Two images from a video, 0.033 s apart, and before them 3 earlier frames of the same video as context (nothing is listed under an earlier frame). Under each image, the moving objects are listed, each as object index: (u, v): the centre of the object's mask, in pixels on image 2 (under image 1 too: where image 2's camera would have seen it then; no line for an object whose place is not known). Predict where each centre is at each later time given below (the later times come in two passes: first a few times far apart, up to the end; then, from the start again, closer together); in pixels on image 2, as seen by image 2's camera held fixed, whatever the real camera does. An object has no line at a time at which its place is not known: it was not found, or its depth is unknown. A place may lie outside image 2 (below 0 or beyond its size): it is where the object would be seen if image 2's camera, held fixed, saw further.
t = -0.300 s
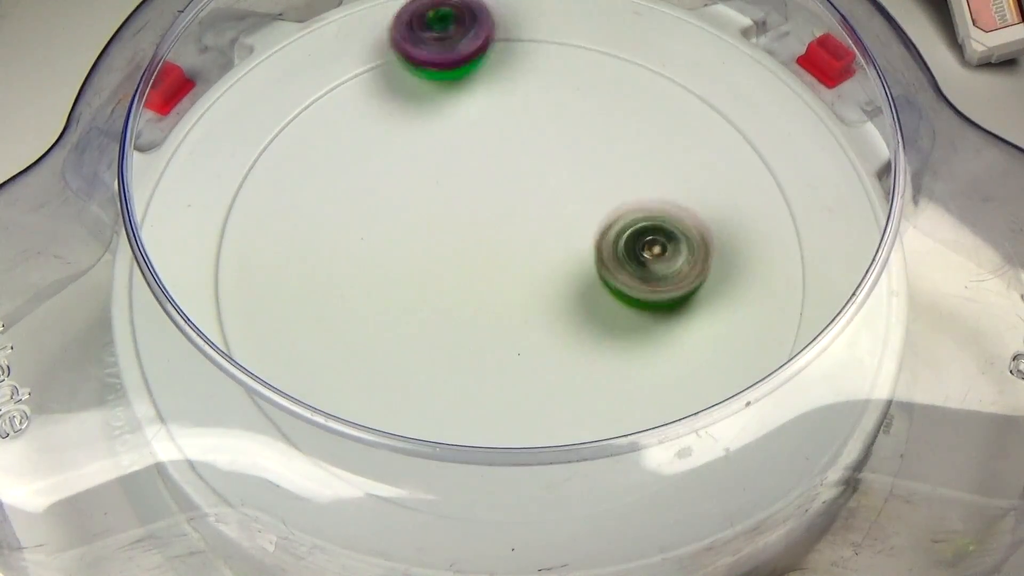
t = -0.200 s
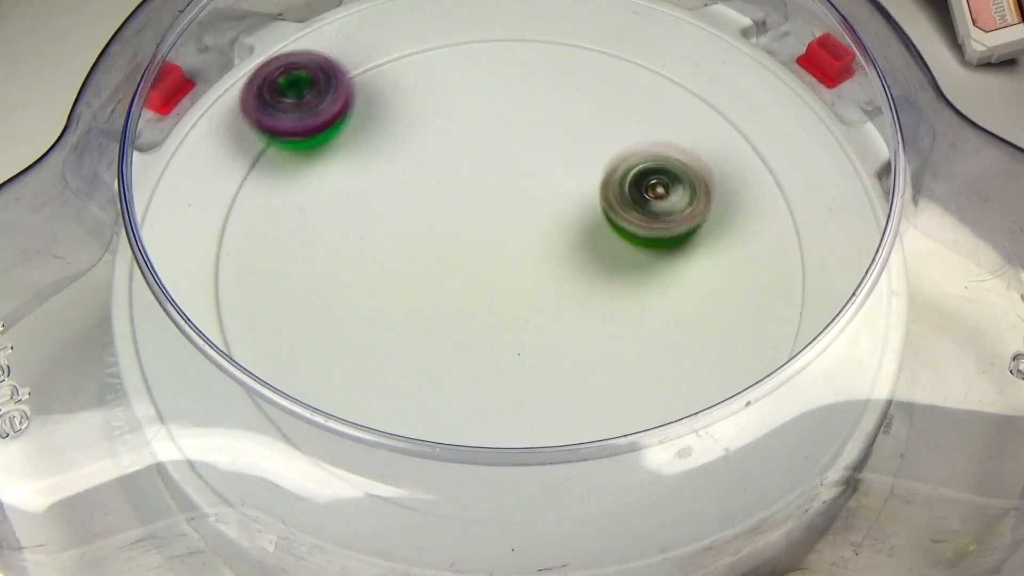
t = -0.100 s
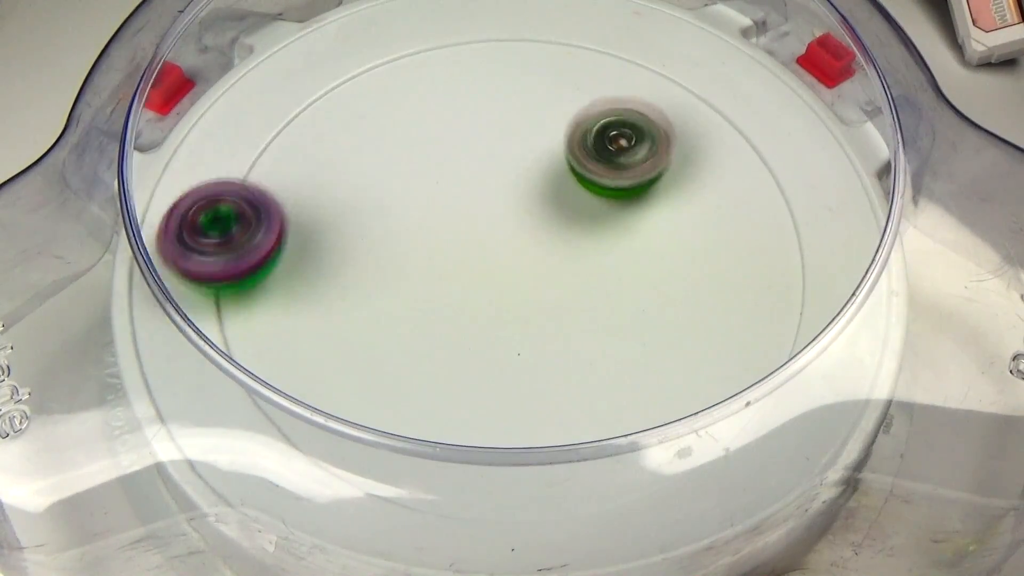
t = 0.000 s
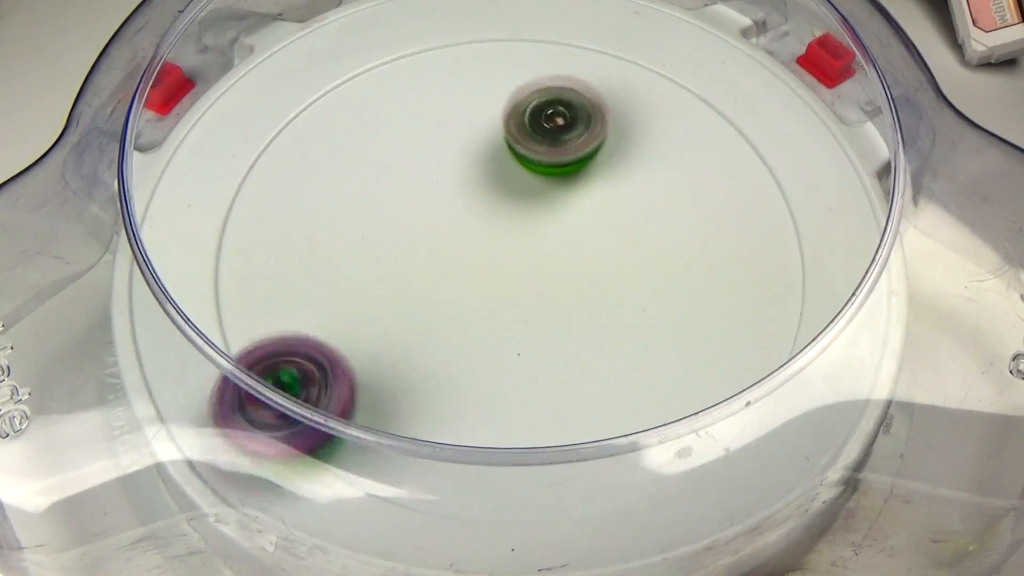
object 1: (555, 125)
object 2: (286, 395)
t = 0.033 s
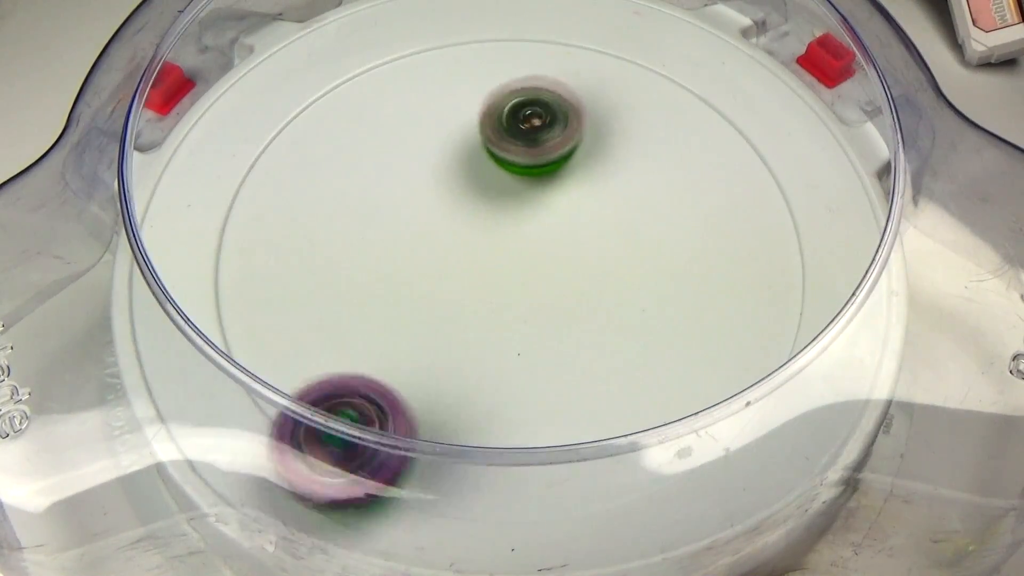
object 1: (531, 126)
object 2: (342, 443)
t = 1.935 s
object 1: (535, 251)
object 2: (286, 174)
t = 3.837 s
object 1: (496, 176)
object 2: (596, 227)
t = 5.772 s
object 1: (479, 187)
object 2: (529, 342)
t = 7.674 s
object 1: (488, 285)
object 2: (600, 182)
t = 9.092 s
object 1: (565, 211)
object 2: (435, 268)
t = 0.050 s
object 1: (520, 127)
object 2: (378, 459)
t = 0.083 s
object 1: (498, 132)
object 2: (453, 481)
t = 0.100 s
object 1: (486, 136)
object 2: (493, 484)
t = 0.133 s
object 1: (467, 146)
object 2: (569, 479)
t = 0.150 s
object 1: (456, 153)
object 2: (601, 474)
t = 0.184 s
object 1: (440, 166)
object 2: (655, 428)
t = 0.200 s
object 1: (432, 174)
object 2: (675, 396)
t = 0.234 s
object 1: (420, 192)
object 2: (722, 367)
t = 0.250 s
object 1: (416, 202)
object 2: (739, 353)
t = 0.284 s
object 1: (409, 222)
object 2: (772, 318)
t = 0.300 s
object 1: (408, 232)
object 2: (783, 300)
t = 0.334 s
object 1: (408, 253)
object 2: (797, 261)
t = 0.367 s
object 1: (414, 273)
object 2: (792, 219)
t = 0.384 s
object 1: (419, 283)
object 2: (788, 199)
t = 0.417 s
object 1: (431, 301)
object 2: (770, 161)
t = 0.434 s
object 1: (440, 309)
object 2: (760, 145)
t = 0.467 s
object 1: (458, 324)
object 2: (731, 113)
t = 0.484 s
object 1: (469, 329)
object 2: (715, 100)
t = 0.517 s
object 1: (491, 338)
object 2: (679, 77)
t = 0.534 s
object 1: (504, 340)
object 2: (660, 68)
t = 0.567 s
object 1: (529, 344)
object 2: (619, 53)
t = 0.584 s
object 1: (541, 344)
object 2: (598, 47)
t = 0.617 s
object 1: (564, 339)
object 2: (555, 42)
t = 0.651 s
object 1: (586, 331)
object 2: (508, 42)
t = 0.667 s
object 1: (595, 326)
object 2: (486, 44)
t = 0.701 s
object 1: (613, 313)
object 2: (439, 52)
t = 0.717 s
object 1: (620, 307)
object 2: (419, 58)
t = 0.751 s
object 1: (632, 292)
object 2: (376, 75)
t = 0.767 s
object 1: (635, 284)
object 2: (357, 86)
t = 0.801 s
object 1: (639, 268)
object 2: (319, 112)
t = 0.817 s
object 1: (639, 260)
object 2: (302, 127)
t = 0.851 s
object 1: (636, 243)
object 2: (273, 162)
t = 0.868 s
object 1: (635, 235)
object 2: (261, 182)
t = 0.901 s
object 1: (626, 220)
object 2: (244, 223)
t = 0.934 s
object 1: (615, 206)
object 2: (238, 268)
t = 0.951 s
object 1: (608, 200)
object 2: (242, 291)
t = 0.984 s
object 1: (592, 191)
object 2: (264, 330)
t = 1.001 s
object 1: (583, 187)
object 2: (270, 359)
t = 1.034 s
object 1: (565, 181)
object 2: (300, 404)
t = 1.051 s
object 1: (555, 179)
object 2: (320, 429)
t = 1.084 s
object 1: (535, 178)
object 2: (376, 455)
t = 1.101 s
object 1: (525, 178)
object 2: (411, 464)
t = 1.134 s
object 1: (507, 181)
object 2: (469, 477)
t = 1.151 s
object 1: (498, 184)
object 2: (502, 478)
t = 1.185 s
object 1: (479, 189)
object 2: (562, 474)
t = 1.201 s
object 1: (471, 192)
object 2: (593, 465)
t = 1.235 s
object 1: (456, 202)
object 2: (639, 433)
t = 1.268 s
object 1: (444, 213)
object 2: (682, 388)
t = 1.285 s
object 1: (440, 219)
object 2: (702, 376)
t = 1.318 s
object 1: (432, 234)
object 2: (735, 349)
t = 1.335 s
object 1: (429, 240)
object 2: (751, 332)
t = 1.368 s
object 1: (427, 254)
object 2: (772, 299)
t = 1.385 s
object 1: (427, 261)
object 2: (775, 279)
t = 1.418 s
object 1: (429, 275)
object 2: (775, 238)
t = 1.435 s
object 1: (433, 282)
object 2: (770, 218)
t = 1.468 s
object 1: (441, 292)
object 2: (754, 181)
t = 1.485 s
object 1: (446, 295)
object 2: (744, 164)
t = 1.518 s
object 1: (459, 300)
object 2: (717, 134)
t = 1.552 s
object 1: (475, 305)
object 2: (686, 107)
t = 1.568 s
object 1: (482, 307)
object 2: (670, 96)
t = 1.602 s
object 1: (493, 307)
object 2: (633, 77)
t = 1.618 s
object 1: (499, 306)
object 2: (614, 69)
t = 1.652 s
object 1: (510, 303)
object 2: (575, 59)
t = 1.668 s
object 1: (515, 302)
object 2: (554, 54)
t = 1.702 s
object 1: (523, 297)
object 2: (515, 52)
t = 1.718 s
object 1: (526, 293)
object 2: (494, 53)
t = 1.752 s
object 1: (532, 287)
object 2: (453, 58)
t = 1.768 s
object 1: (534, 283)
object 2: (435, 62)
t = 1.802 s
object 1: (536, 277)
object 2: (396, 75)
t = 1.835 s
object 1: (538, 270)
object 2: (363, 93)
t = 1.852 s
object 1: (538, 266)
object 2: (346, 104)
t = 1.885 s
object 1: (538, 260)
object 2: (318, 129)
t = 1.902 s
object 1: (538, 257)
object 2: (306, 143)
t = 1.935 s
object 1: (535, 251)
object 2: (286, 174)
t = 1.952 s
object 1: (534, 248)
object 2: (279, 191)
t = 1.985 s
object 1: (532, 243)
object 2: (271, 227)
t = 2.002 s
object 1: (530, 241)
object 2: (270, 246)
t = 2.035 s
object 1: (527, 237)
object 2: (277, 282)
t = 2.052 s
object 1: (525, 235)
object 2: (282, 300)
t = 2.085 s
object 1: (522, 232)
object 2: (300, 333)
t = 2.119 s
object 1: (518, 228)
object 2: (331, 360)
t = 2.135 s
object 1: (516, 227)
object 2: (347, 370)
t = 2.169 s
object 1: (512, 225)
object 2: (386, 387)
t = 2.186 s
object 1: (510, 224)
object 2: (406, 394)
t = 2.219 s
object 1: (507, 222)
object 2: (445, 404)
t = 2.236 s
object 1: (505, 222)
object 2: (465, 406)
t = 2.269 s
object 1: (502, 220)
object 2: (511, 407)
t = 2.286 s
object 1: (500, 219)
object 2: (531, 406)
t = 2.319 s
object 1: (496, 219)
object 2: (570, 399)
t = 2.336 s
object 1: (494, 218)
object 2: (592, 393)
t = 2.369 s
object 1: (491, 218)
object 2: (629, 377)
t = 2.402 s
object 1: (489, 219)
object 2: (657, 355)
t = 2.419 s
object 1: (489, 218)
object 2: (668, 341)
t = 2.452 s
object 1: (487, 219)
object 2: (687, 310)
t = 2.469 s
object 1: (486, 218)
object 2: (694, 295)
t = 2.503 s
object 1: (483, 219)
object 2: (699, 265)
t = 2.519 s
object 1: (482, 219)
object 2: (699, 250)
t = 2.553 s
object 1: (482, 220)
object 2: (695, 220)
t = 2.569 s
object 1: (482, 221)
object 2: (691, 206)
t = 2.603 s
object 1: (482, 222)
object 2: (678, 181)
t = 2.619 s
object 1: (482, 223)
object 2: (669, 169)
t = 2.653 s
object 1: (481, 223)
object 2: (649, 147)
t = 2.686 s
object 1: (480, 224)
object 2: (627, 130)
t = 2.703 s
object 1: (480, 225)
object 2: (615, 122)
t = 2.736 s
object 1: (480, 226)
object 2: (587, 110)
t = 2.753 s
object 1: (481, 227)
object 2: (572, 106)
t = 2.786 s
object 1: (483, 228)
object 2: (543, 99)
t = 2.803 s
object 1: (484, 229)
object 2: (529, 98)
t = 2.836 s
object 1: (485, 230)
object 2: (499, 100)
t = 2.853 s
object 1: (486, 230)
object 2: (484, 101)
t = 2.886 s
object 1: (488, 231)
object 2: (455, 107)
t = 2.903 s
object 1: (489, 232)
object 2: (443, 112)
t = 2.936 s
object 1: (491, 233)
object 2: (420, 124)
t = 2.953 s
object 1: (493, 233)
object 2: (408, 132)
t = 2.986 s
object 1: (496, 234)
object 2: (388, 147)
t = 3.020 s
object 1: (499, 235)
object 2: (374, 167)
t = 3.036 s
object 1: (501, 235)
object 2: (368, 177)
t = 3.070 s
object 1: (503, 235)
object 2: (359, 198)
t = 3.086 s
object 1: (504, 235)
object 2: (356, 209)
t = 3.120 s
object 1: (507, 235)
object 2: (355, 231)
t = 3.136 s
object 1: (508, 235)
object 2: (357, 241)
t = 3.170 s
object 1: (511, 235)
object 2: (364, 262)
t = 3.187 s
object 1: (513, 234)
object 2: (369, 272)
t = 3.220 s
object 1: (516, 234)
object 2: (381, 290)
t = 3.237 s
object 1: (517, 234)
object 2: (388, 298)
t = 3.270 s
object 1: (519, 233)
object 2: (408, 312)
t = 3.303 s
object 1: (520, 233)
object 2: (429, 323)
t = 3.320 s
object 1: (521, 232)
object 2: (440, 326)
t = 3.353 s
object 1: (522, 232)
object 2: (463, 331)
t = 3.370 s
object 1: (523, 232)
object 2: (475, 332)
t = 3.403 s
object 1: (525, 230)
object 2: (501, 332)
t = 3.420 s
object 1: (527, 228)
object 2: (513, 331)
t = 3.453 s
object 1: (530, 224)
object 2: (534, 330)
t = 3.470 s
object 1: (531, 223)
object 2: (544, 327)
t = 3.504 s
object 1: (532, 219)
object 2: (562, 320)
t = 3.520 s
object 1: (532, 217)
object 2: (570, 315)
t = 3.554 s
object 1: (532, 211)
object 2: (585, 308)
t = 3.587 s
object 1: (532, 207)
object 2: (596, 297)
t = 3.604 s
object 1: (532, 206)
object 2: (601, 291)
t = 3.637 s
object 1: (531, 201)
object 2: (608, 278)
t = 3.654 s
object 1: (529, 198)
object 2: (612, 274)
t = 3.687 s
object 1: (526, 193)
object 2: (614, 264)
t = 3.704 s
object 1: (524, 190)
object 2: (614, 259)
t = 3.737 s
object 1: (519, 186)
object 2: (611, 247)
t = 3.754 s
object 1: (516, 184)
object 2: (609, 243)
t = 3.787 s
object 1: (507, 180)
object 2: (607, 235)
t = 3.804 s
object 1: (504, 178)
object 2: (604, 232)
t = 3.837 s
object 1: (496, 176)
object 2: (596, 227)
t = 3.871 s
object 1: (485, 172)
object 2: (591, 226)
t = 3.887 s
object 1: (479, 172)
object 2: (589, 225)
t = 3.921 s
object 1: (470, 173)
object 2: (582, 225)
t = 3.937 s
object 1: (465, 175)
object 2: (578, 225)
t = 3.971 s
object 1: (457, 181)
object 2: (569, 226)
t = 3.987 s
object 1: (453, 185)
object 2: (564, 227)
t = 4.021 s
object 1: (443, 192)
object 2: (559, 230)
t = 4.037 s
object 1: (434, 192)
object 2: (562, 234)
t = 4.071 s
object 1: (422, 193)
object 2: (564, 242)
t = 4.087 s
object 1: (417, 194)
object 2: (566, 246)
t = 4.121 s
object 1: (411, 196)
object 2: (568, 252)
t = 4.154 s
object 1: (409, 200)
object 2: (569, 258)
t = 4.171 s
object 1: (410, 202)
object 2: (569, 261)
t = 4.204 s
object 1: (413, 206)
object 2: (570, 265)
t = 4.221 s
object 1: (416, 208)
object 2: (570, 266)
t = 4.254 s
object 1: (423, 213)
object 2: (571, 269)
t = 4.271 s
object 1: (426, 216)
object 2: (572, 270)
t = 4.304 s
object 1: (435, 222)
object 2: (573, 271)
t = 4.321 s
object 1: (439, 225)
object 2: (573, 271)
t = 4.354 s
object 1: (449, 231)
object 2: (574, 271)
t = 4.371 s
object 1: (454, 234)
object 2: (574, 271)
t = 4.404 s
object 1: (456, 234)
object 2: (585, 275)
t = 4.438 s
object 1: (444, 228)
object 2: (610, 286)
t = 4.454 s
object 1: (440, 227)
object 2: (621, 290)
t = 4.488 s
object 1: (435, 224)
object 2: (639, 295)
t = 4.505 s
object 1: (433, 223)
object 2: (646, 297)
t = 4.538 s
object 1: (433, 222)
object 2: (657, 298)
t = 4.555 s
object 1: (434, 221)
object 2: (660, 298)
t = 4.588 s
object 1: (437, 221)
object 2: (663, 294)
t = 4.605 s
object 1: (439, 222)
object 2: (662, 292)
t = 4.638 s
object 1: (443, 223)
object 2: (659, 284)
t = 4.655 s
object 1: (445, 224)
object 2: (656, 279)
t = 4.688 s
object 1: (451, 226)
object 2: (649, 269)
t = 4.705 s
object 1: (454, 227)
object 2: (644, 264)
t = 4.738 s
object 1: (461, 228)
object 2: (632, 255)
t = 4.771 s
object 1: (468, 228)
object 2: (617, 247)
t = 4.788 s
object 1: (471, 229)
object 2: (608, 243)
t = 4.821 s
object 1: (476, 229)
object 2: (593, 238)
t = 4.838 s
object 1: (469, 226)
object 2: (594, 236)
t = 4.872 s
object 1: (458, 221)
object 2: (594, 237)
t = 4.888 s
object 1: (454, 219)
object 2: (594, 238)
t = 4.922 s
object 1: (449, 215)
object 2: (592, 238)
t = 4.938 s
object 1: (448, 214)
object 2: (591, 239)
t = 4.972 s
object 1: (448, 212)
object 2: (586, 239)
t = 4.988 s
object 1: (448, 212)
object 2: (583, 240)
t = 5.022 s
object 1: (450, 212)
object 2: (577, 241)
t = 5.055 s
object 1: (453, 213)
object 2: (567, 241)
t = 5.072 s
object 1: (450, 211)
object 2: (568, 244)
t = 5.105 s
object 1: (429, 199)
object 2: (589, 257)
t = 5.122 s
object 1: (420, 195)
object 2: (598, 263)
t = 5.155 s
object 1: (408, 188)
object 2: (613, 272)
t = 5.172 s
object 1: (404, 185)
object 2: (619, 276)
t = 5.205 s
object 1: (400, 183)
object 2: (626, 281)
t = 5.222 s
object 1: (400, 183)
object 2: (627, 284)
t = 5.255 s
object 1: (400, 183)
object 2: (630, 286)
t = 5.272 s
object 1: (401, 184)
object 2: (629, 287)
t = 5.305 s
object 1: (405, 188)
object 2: (627, 288)
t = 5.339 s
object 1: (411, 193)
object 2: (619, 289)
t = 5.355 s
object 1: (414, 196)
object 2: (615, 290)
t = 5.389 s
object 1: (419, 201)
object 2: (607, 290)
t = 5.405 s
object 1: (423, 204)
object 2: (603, 291)
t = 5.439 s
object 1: (431, 208)
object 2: (594, 291)
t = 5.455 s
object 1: (434, 211)
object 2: (587, 291)
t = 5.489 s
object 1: (441, 215)
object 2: (575, 293)
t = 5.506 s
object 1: (446, 217)
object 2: (570, 293)
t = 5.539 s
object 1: (455, 221)
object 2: (558, 295)
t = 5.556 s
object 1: (459, 223)
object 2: (553, 295)
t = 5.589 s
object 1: (465, 222)
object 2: (542, 300)
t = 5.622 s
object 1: (465, 210)
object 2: (542, 314)
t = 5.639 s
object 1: (466, 206)
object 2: (542, 320)
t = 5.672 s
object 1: (469, 198)
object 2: (540, 328)
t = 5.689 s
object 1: (470, 195)
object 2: (537, 332)
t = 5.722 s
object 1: (474, 191)
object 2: (535, 337)
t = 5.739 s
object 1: (476, 189)
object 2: (533, 339)
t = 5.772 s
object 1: (479, 187)
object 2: (529, 342)
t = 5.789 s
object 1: (481, 187)
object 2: (525, 343)
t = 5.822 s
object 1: (485, 188)
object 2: (521, 345)
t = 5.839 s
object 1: (487, 187)
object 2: (519, 344)
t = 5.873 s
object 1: (490, 189)
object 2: (513, 344)
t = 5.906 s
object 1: (494, 191)
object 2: (508, 343)
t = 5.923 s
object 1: (497, 191)
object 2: (506, 341)
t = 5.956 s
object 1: (499, 194)
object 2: (501, 338)
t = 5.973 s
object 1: (502, 195)
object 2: (497, 336)
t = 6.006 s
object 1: (505, 197)
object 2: (492, 332)
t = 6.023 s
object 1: (507, 198)
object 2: (489, 329)
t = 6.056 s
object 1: (510, 201)
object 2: (483, 323)
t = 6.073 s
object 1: (512, 203)
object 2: (480, 320)
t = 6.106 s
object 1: (514, 204)
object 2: (475, 314)
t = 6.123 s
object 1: (515, 207)
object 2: (473, 311)
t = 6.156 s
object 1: (518, 209)
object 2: (466, 304)
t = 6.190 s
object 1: (522, 210)
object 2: (459, 298)
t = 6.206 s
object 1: (525, 210)
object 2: (454, 296)
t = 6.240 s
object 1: (532, 208)
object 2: (444, 291)
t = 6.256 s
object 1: (535, 208)
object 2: (440, 290)
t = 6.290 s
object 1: (541, 208)
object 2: (434, 285)
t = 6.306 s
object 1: (543, 208)
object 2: (431, 282)
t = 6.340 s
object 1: (548, 209)
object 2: (424, 277)
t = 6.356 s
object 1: (550, 210)
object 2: (422, 274)
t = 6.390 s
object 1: (552, 211)
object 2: (418, 269)
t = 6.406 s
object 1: (554, 211)
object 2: (416, 266)
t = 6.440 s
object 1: (555, 214)
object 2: (414, 260)
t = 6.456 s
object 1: (555, 215)
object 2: (414, 257)
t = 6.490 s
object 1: (556, 217)
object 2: (413, 251)
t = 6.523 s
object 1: (556, 220)
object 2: (414, 245)
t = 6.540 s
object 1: (556, 222)
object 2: (416, 243)
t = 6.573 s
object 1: (555, 225)
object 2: (419, 236)
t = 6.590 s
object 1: (554, 226)
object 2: (421, 233)
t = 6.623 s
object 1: (554, 228)
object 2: (428, 227)
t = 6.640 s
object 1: (553, 229)
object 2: (430, 223)
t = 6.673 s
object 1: (551, 231)
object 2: (435, 217)
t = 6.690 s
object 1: (553, 233)
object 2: (436, 213)
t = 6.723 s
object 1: (565, 240)
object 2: (430, 201)
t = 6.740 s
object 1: (569, 242)
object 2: (428, 197)
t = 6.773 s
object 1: (575, 246)
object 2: (424, 188)
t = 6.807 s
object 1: (580, 249)
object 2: (421, 180)
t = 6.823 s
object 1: (582, 251)
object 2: (421, 176)
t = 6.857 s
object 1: (585, 253)
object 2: (420, 170)
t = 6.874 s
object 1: (585, 254)
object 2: (419, 168)
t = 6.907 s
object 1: (585, 256)
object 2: (421, 163)
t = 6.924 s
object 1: (586, 257)
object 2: (423, 161)
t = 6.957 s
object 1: (585, 258)
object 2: (424, 159)
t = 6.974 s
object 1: (583, 258)
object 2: (426, 158)
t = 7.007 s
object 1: (581, 260)
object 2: (430, 156)
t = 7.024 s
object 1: (579, 260)
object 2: (432, 156)
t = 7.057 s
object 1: (577, 260)
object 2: (439, 157)
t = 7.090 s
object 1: (573, 262)
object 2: (444, 157)
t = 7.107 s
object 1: (571, 262)
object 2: (449, 158)
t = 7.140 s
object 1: (567, 264)
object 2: (456, 159)
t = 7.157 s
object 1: (565, 264)
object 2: (459, 161)
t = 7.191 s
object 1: (561, 265)
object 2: (469, 164)
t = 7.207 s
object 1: (560, 266)
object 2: (473, 165)
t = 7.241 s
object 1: (556, 268)
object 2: (482, 169)
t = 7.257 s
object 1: (554, 269)
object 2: (488, 172)
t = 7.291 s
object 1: (549, 270)
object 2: (496, 176)
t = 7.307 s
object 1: (546, 270)
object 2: (502, 178)
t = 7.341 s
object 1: (540, 274)
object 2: (512, 179)
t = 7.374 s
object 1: (535, 279)
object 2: (520, 180)
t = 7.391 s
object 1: (531, 280)
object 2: (525, 180)
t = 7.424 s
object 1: (527, 283)
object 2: (534, 180)
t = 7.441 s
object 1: (524, 284)
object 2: (539, 181)
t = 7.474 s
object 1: (519, 285)
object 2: (550, 181)
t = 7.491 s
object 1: (516, 286)
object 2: (554, 181)
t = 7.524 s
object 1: (510, 286)
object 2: (565, 180)
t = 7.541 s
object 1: (507, 287)
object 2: (569, 180)
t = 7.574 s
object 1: (502, 287)
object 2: (578, 181)
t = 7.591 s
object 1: (500, 287)
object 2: (583, 180)
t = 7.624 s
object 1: (494, 287)
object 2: (590, 181)
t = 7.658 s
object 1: (490, 286)
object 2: (598, 182)
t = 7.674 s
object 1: (488, 285)
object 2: (600, 182)
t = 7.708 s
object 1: (485, 284)
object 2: (607, 185)
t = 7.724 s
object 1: (483, 283)
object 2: (609, 185)
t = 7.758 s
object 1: (480, 281)
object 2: (612, 188)
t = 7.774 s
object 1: (479, 279)
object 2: (615, 190)
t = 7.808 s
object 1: (476, 276)
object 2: (616, 194)
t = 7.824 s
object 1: (476, 275)
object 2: (618, 196)
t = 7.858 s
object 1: (473, 271)
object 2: (618, 199)
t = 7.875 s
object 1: (472, 269)
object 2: (618, 203)
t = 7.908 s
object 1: (471, 265)
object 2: (619, 207)
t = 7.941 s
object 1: (470, 260)
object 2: (617, 213)
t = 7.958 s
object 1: (470, 258)
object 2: (617, 216)
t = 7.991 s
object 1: (470, 253)
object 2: (613, 222)
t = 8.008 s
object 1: (470, 251)
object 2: (613, 225)
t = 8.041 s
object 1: (471, 247)
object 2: (609, 230)
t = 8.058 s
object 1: (471, 245)
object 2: (608, 234)
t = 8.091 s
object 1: (473, 240)
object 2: (605, 241)
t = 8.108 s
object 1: (474, 238)
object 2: (602, 243)
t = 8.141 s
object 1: (475, 233)
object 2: (598, 251)
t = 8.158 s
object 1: (476, 232)
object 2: (596, 254)
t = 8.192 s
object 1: (476, 225)
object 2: (592, 261)
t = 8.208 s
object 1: (476, 223)
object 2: (591, 266)
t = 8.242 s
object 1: (474, 217)
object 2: (587, 273)
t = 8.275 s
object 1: (474, 213)
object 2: (584, 280)
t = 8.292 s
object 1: (474, 211)
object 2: (580, 283)
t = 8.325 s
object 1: (475, 208)
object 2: (575, 290)
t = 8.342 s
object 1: (475, 205)
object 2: (571, 292)
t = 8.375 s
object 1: (478, 203)
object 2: (564, 298)
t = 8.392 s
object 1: (479, 201)
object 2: (561, 301)
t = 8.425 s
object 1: (482, 199)
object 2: (553, 306)
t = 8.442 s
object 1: (484, 197)
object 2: (551, 309)
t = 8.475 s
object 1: (489, 195)
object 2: (542, 313)
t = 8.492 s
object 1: (491, 193)
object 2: (539, 315)
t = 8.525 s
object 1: (495, 192)
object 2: (531, 319)
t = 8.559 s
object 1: (500, 190)
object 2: (526, 322)
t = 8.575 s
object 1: (502, 189)
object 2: (521, 322)
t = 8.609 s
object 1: (507, 188)
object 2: (515, 324)
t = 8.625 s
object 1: (509, 188)
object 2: (511, 324)
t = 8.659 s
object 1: (513, 188)
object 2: (505, 325)
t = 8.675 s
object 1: (515, 187)
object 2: (501, 325)
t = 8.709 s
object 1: (520, 187)
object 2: (494, 323)
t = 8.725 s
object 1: (522, 187)
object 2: (491, 323)
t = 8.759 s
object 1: (527, 187)
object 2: (484, 320)
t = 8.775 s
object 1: (530, 187)
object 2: (481, 319)
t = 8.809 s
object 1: (535, 188)
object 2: (474, 315)
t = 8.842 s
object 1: (539, 189)
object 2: (469, 310)
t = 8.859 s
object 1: (542, 191)
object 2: (465, 308)
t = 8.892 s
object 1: (546, 192)
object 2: (461, 303)
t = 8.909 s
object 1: (548, 194)
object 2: (457, 301)
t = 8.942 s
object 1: (552, 196)
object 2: (453, 296)
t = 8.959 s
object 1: (554, 198)
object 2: (449, 293)
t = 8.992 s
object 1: (557, 200)
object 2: (446, 287)
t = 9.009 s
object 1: (559, 203)
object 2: (442, 284)
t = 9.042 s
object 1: (562, 205)
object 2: (440, 278)
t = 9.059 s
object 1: (563, 208)
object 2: (438, 274)
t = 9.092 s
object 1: (565, 211)
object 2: (435, 268)
